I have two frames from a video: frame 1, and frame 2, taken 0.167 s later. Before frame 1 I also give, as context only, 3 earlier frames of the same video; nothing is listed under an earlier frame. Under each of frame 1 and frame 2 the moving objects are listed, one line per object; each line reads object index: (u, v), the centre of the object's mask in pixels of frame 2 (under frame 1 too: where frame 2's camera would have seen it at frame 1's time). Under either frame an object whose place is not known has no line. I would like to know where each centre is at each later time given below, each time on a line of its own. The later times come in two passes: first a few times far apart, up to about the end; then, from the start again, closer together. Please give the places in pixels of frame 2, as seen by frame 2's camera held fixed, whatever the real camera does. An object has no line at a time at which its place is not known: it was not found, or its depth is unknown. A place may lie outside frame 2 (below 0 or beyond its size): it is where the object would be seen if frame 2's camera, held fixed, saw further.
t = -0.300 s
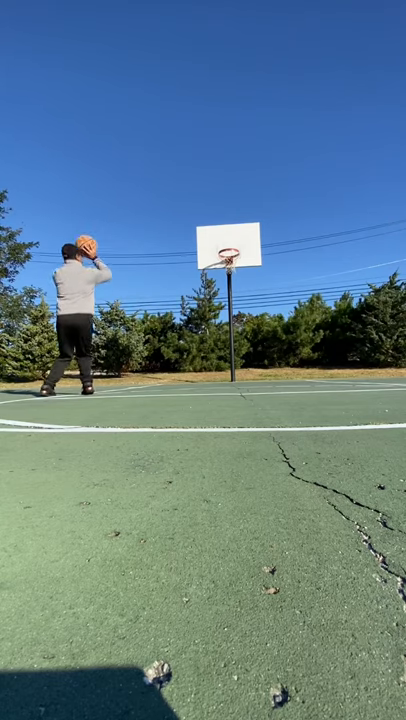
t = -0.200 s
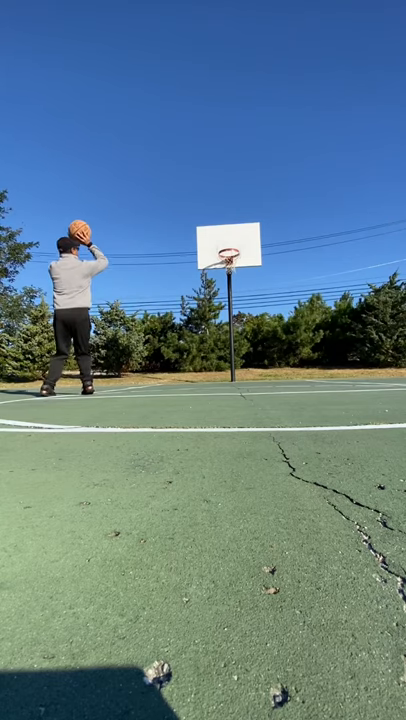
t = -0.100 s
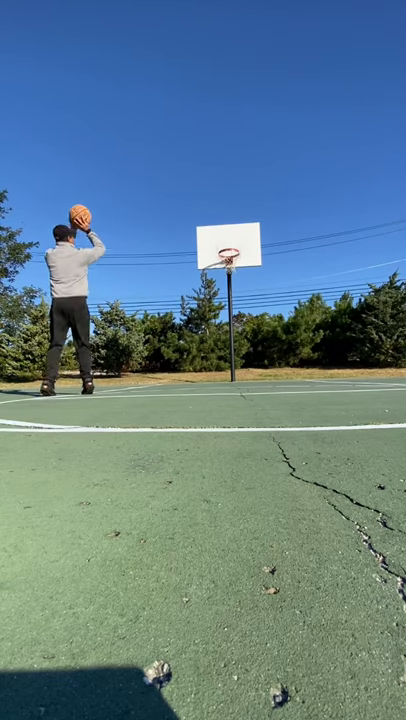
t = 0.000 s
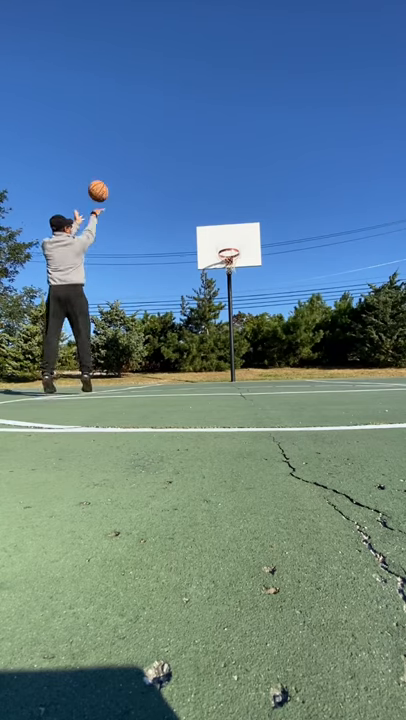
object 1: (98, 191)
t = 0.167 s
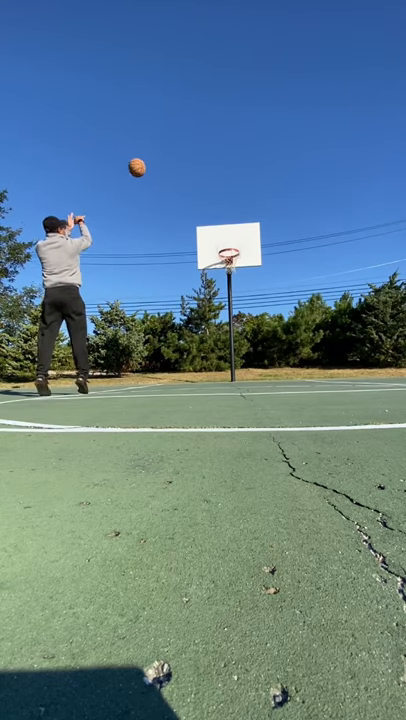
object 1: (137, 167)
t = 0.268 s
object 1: (155, 164)
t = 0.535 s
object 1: (192, 180)
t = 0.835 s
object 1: (222, 227)
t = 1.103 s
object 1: (220, 271)
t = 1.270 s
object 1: (207, 295)
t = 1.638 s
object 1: (180, 374)
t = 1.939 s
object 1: (157, 325)
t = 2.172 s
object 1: (139, 314)
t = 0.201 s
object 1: (143, 166)
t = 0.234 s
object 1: (149, 164)
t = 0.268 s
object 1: (155, 164)
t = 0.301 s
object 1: (160, 164)
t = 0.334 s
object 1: (165, 165)
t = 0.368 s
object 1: (170, 166)
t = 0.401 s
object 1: (175, 168)
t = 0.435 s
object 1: (180, 170)
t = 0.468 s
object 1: (184, 173)
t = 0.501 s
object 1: (188, 176)
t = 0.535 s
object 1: (192, 180)
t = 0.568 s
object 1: (196, 184)
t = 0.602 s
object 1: (200, 188)
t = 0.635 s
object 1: (203, 192)
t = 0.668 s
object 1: (206, 198)
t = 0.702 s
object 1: (210, 203)
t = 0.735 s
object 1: (213, 208)
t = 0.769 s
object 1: (216, 214)
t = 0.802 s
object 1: (219, 220)
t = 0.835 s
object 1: (222, 227)
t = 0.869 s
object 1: (225, 234)
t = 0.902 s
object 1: (228, 241)
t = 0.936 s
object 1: (231, 247)
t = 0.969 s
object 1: (233, 255)
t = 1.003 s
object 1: (230, 260)
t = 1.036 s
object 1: (226, 264)
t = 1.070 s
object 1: (223, 268)
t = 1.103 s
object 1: (220, 271)
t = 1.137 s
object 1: (218, 275)
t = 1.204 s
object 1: (212, 284)
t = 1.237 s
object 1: (210, 289)
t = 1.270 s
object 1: (207, 295)
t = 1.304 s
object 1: (205, 301)
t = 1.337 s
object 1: (202, 307)
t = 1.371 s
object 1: (199, 315)
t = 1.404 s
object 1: (197, 322)
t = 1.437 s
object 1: (194, 330)
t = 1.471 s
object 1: (192, 339)
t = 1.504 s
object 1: (190, 348)
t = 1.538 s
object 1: (187, 357)
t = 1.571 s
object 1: (184, 368)
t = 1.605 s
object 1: (181, 379)
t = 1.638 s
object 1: (180, 374)
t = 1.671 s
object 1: (177, 367)
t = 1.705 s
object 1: (175, 360)
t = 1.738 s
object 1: (172, 354)
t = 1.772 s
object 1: (170, 348)
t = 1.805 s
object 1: (167, 343)
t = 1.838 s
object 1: (165, 338)
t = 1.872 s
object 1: (162, 333)
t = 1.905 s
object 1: (159, 329)
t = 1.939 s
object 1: (157, 325)
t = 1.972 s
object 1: (155, 323)
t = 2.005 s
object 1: (152, 320)
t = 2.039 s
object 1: (149, 318)
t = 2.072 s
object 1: (147, 316)
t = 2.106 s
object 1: (144, 315)
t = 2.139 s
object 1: (142, 315)
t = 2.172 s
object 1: (139, 314)
